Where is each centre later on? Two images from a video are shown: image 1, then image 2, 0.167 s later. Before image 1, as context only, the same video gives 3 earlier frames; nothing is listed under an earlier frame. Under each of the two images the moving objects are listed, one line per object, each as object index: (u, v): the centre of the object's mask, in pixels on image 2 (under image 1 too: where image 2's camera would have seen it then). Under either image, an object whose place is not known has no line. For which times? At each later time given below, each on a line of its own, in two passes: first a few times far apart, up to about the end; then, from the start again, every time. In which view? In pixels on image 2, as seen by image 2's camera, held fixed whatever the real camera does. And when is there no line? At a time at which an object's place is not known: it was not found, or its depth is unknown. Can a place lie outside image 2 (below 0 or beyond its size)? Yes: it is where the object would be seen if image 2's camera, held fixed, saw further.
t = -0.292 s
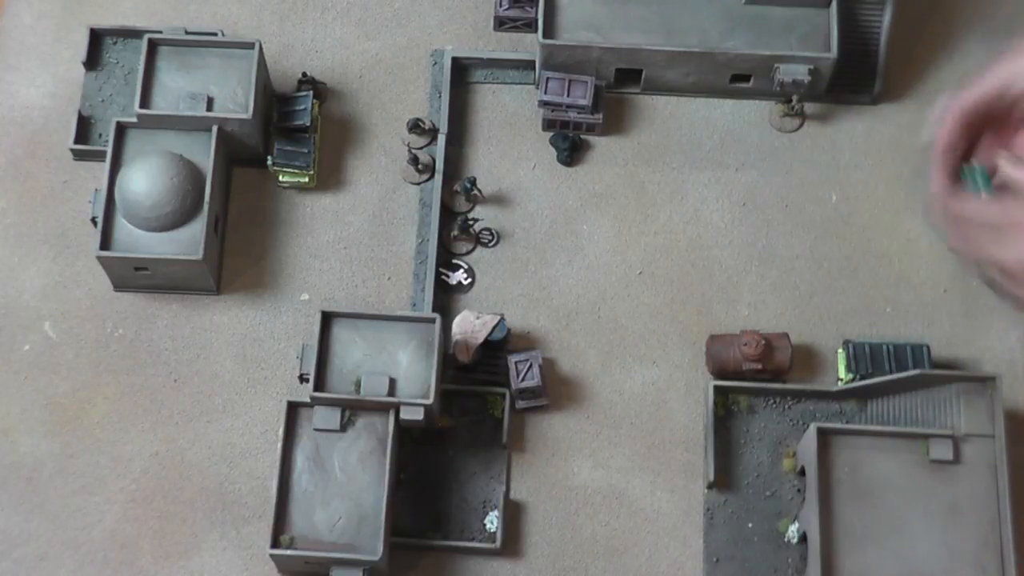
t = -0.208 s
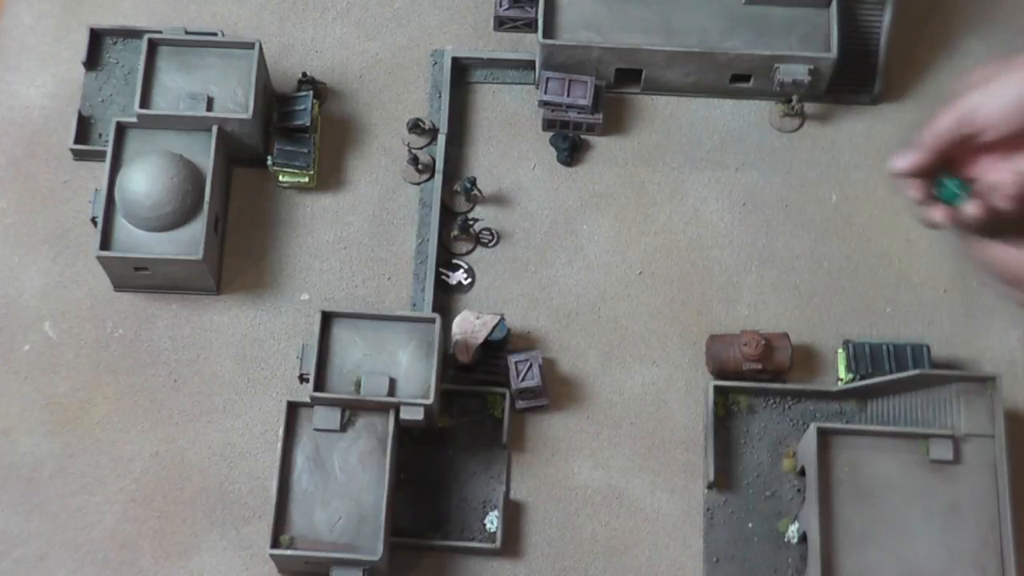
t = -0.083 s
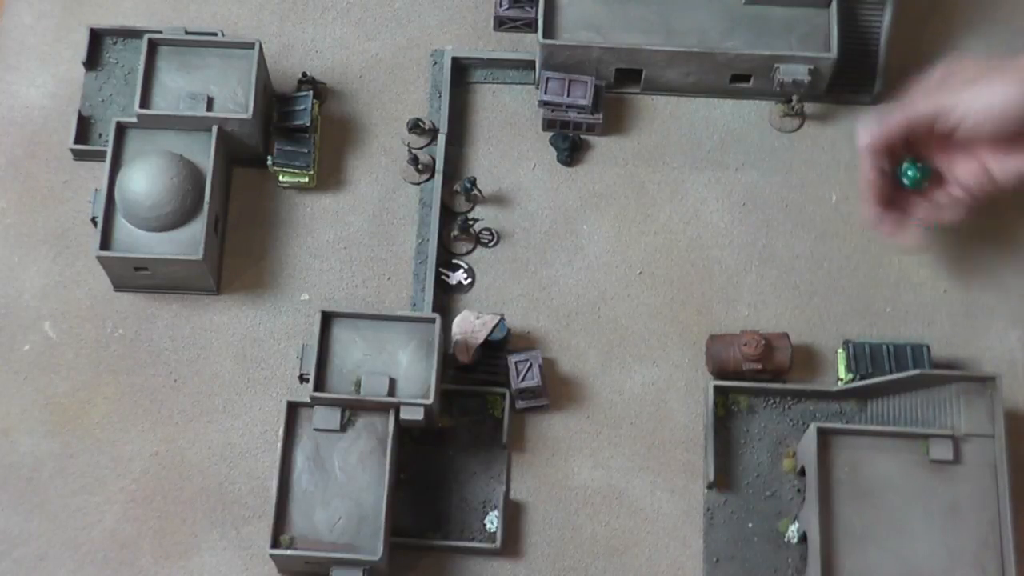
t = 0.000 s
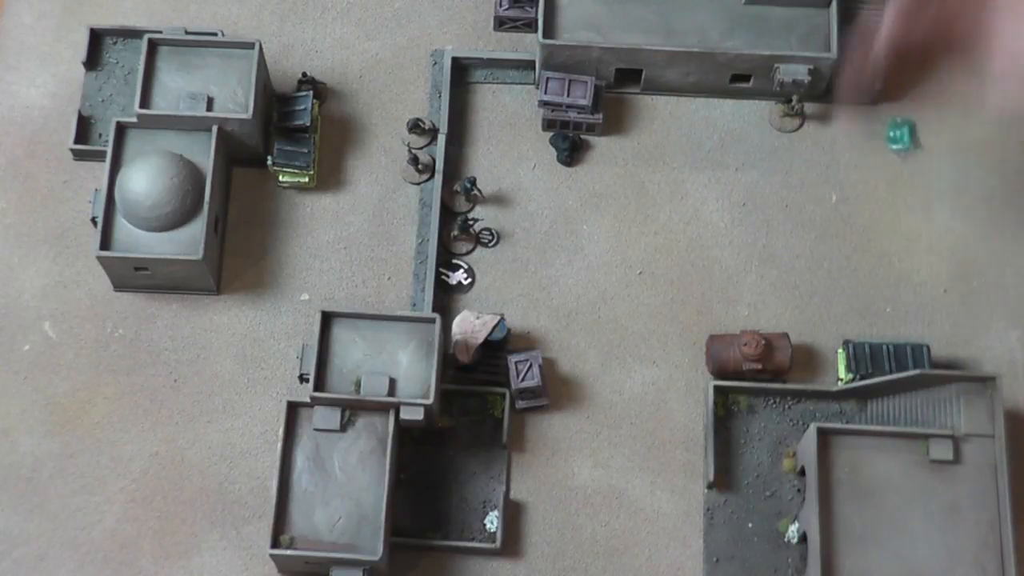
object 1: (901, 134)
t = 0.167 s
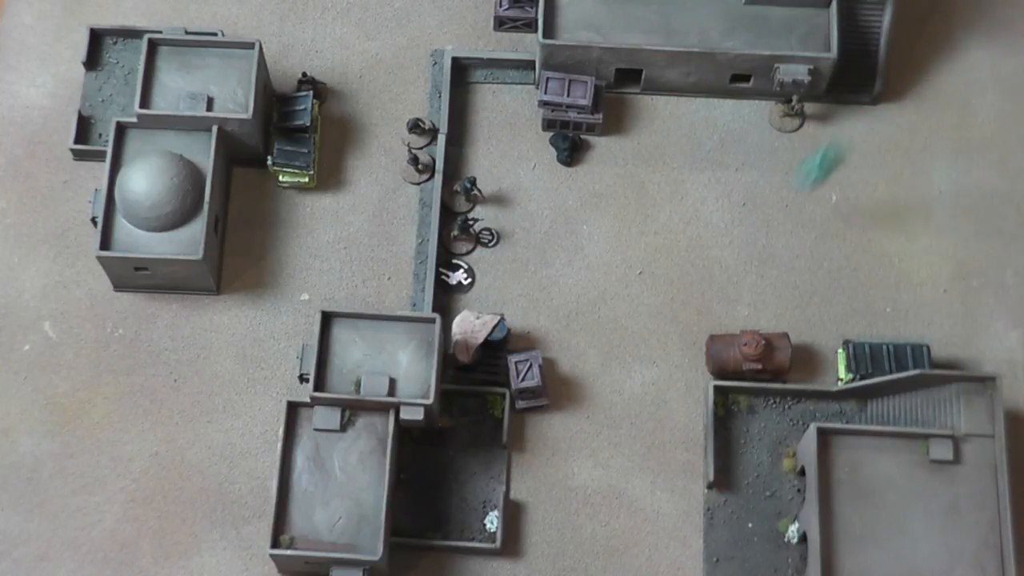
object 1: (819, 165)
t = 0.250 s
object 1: (776, 211)
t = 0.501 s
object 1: (750, 225)
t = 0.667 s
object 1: (745, 226)
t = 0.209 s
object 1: (786, 199)
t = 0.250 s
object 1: (776, 211)
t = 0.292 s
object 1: (770, 216)
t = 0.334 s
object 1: (768, 215)
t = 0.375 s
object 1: (760, 222)
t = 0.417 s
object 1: (759, 222)
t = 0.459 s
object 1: (754, 222)
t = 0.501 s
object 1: (750, 225)
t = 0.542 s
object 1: (746, 226)
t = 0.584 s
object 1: (745, 227)
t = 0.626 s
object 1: (745, 227)
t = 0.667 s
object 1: (745, 226)
